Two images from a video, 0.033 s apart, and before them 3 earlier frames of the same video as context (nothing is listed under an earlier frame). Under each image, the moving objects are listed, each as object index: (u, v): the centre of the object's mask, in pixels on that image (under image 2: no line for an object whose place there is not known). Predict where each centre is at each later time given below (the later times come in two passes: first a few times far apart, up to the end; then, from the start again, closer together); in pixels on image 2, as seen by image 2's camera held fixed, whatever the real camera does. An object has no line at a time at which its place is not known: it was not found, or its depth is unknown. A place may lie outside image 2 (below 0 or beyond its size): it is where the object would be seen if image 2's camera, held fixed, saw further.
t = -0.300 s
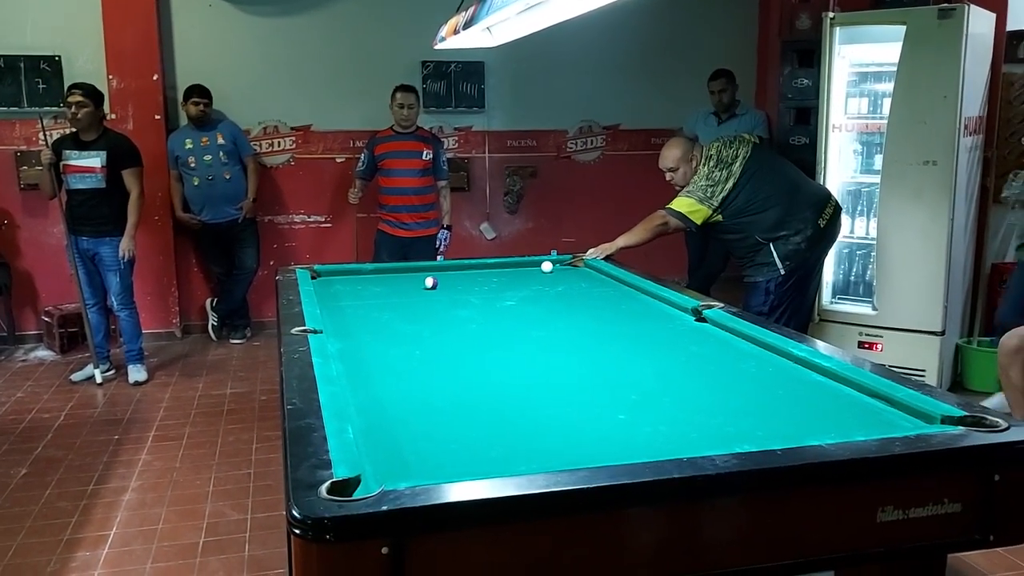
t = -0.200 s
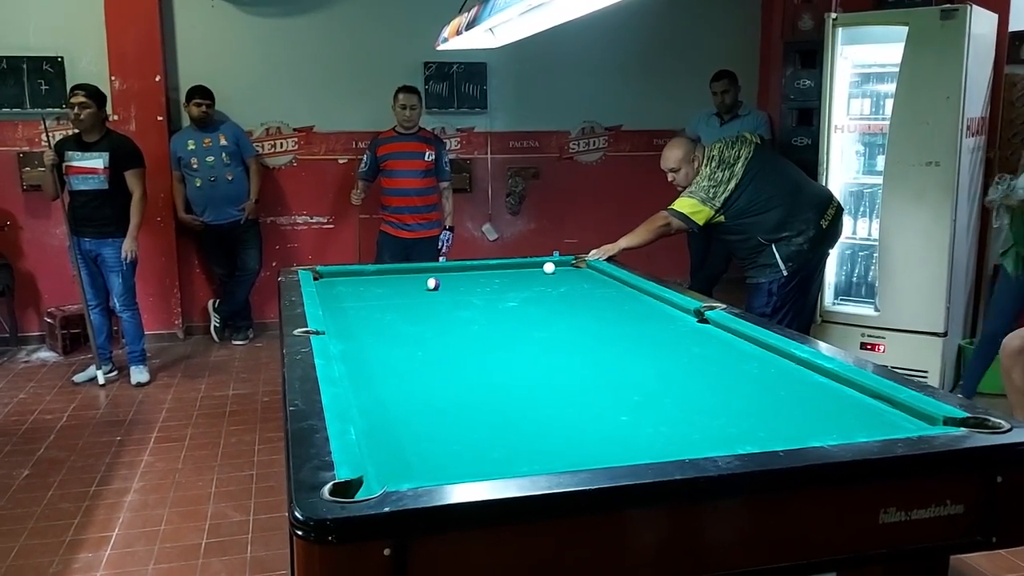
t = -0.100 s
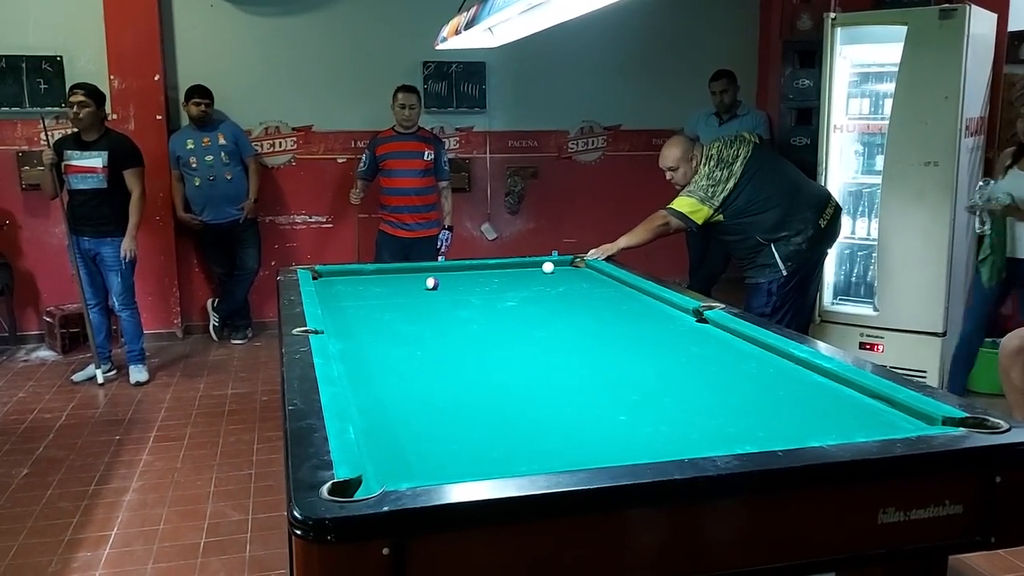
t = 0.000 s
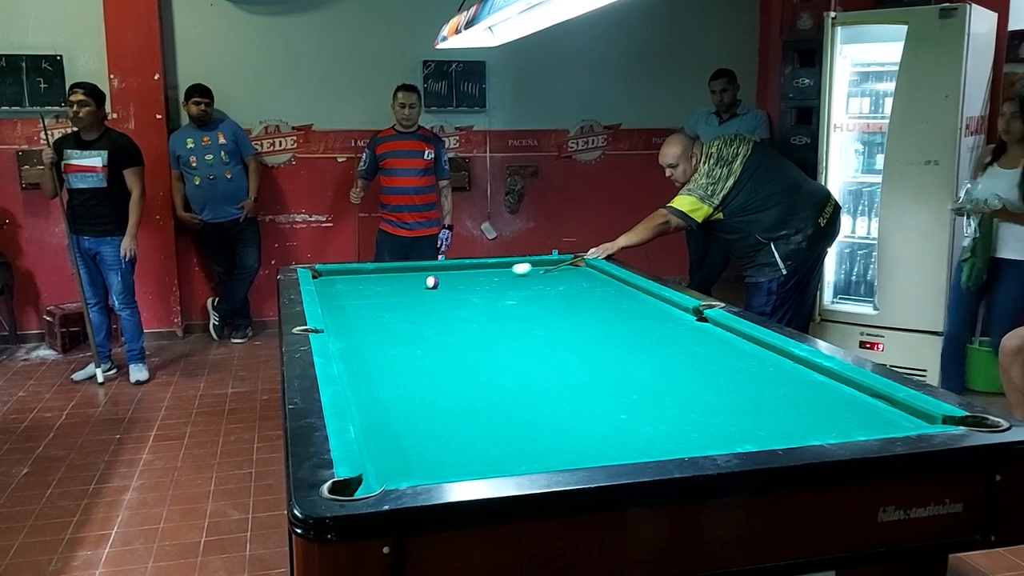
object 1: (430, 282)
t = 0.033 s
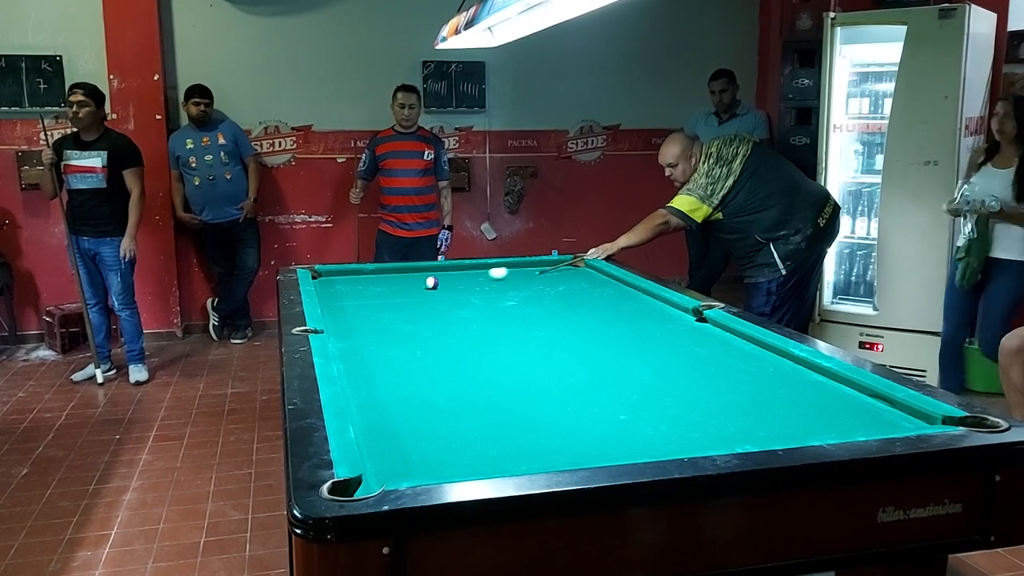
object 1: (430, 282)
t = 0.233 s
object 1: (352, 294)
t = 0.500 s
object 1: (424, 302)
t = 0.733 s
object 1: (527, 304)
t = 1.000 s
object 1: (647, 306)
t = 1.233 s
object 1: (634, 310)
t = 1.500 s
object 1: (575, 316)
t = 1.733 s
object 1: (526, 321)
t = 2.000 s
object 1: (468, 327)
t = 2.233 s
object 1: (420, 331)
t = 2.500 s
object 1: (365, 337)
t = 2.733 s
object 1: (343, 338)
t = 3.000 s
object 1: (374, 335)
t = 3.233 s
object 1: (399, 332)
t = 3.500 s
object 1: (424, 330)
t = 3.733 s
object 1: (444, 328)
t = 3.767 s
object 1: (447, 328)
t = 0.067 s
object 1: (430, 282)
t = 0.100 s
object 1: (430, 282)
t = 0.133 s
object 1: (416, 285)
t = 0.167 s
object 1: (398, 287)
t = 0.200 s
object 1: (375, 290)
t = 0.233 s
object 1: (352, 294)
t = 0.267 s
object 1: (330, 297)
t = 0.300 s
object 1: (329, 300)
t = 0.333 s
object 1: (347, 300)
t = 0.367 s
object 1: (362, 301)
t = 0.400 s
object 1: (379, 301)
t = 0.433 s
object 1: (395, 301)
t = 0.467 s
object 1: (408, 302)
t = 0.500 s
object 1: (424, 302)
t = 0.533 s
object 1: (439, 303)
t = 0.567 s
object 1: (453, 302)
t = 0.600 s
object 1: (469, 303)
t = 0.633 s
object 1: (482, 303)
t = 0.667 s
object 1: (498, 303)
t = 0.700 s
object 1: (514, 304)
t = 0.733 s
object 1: (527, 304)
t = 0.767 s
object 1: (543, 304)
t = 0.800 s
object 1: (557, 305)
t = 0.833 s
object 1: (572, 305)
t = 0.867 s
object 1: (589, 305)
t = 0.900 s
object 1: (601, 306)
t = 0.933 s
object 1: (618, 305)
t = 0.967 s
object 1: (634, 306)
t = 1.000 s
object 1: (647, 306)
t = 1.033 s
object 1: (663, 306)
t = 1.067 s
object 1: (676, 307)
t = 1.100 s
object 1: (666, 308)
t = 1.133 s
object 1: (657, 309)
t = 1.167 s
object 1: (648, 310)
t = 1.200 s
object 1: (641, 310)
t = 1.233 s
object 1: (634, 310)
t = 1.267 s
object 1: (625, 311)
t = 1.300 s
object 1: (619, 312)
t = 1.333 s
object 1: (612, 313)
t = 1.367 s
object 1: (604, 314)
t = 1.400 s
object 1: (598, 314)
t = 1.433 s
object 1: (591, 314)
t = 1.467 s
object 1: (583, 315)
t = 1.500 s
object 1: (575, 316)
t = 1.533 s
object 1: (569, 317)
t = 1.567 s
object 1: (562, 318)
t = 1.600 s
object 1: (555, 319)
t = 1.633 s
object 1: (548, 319)
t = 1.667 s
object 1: (540, 319)
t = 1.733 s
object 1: (526, 321)
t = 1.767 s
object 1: (519, 322)
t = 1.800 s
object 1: (512, 323)
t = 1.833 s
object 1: (505, 323)
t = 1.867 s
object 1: (498, 323)
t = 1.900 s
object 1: (490, 324)
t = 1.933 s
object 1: (482, 325)
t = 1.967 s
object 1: (476, 326)
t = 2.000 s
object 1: (468, 327)
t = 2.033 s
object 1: (462, 327)
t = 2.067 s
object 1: (455, 328)
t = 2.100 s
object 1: (448, 328)
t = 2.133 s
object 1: (441, 329)
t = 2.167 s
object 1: (434, 330)
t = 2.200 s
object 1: (426, 331)
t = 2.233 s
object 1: (420, 331)
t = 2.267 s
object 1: (413, 332)
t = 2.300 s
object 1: (406, 333)
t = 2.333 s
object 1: (400, 333)
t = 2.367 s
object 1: (393, 333)
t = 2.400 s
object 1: (386, 334)
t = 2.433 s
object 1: (378, 335)
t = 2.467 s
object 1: (371, 336)
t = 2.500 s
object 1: (365, 337)
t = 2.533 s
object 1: (358, 337)
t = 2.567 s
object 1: (352, 338)
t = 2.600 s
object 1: (345, 338)
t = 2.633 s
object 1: (339, 338)
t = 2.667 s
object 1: (335, 339)
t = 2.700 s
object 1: (339, 339)
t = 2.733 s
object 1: (343, 338)
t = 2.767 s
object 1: (348, 338)
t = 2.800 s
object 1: (351, 338)
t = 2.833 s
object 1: (355, 337)
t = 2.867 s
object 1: (359, 336)
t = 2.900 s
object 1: (363, 336)
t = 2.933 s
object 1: (367, 335)
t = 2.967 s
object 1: (371, 335)
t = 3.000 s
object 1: (374, 335)
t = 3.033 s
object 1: (377, 334)
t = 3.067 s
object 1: (380, 334)
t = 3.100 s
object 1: (384, 333)
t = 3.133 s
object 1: (388, 333)
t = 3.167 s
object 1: (392, 332)
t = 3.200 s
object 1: (396, 332)
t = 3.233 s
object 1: (399, 332)
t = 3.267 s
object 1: (402, 332)
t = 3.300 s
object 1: (405, 331)
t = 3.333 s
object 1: (409, 331)
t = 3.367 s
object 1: (412, 331)
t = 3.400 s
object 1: (414, 331)
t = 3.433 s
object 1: (418, 330)
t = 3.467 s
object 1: (420, 330)
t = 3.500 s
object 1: (424, 330)
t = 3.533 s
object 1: (427, 330)
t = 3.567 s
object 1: (430, 330)
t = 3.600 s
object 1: (432, 330)
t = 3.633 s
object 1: (435, 329)
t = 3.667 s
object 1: (438, 329)
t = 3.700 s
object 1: (441, 329)
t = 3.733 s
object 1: (444, 328)
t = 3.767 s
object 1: (447, 328)
